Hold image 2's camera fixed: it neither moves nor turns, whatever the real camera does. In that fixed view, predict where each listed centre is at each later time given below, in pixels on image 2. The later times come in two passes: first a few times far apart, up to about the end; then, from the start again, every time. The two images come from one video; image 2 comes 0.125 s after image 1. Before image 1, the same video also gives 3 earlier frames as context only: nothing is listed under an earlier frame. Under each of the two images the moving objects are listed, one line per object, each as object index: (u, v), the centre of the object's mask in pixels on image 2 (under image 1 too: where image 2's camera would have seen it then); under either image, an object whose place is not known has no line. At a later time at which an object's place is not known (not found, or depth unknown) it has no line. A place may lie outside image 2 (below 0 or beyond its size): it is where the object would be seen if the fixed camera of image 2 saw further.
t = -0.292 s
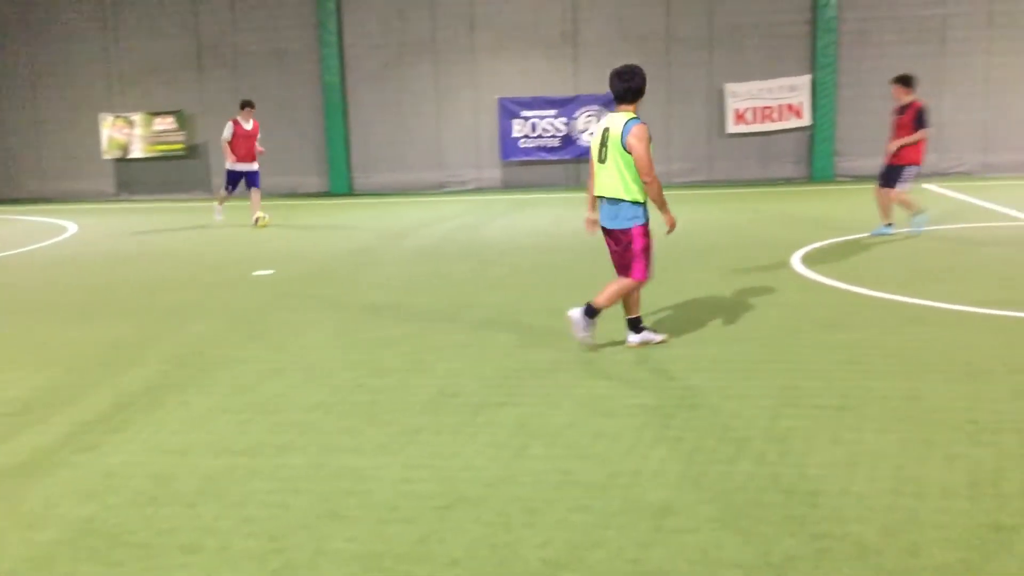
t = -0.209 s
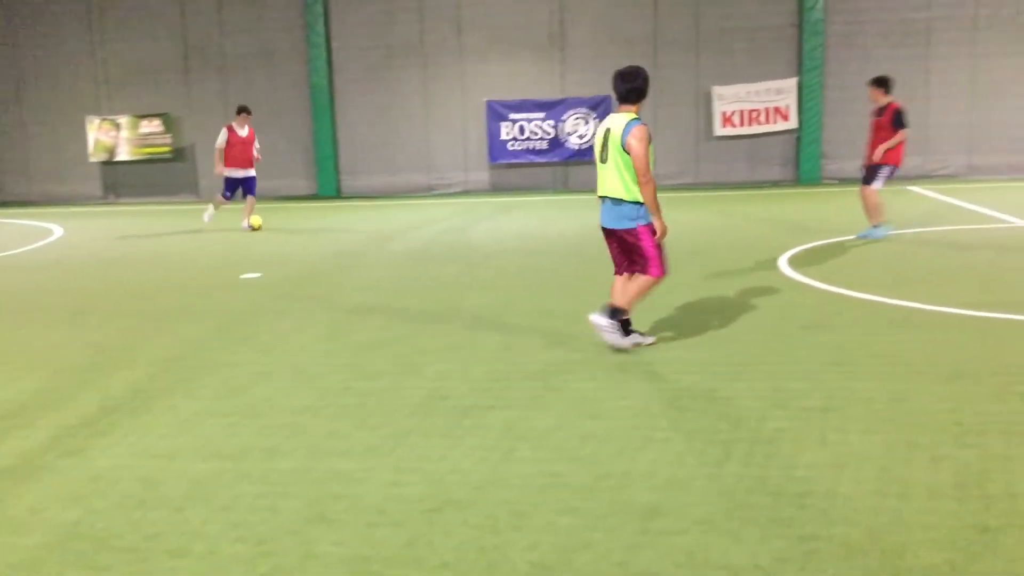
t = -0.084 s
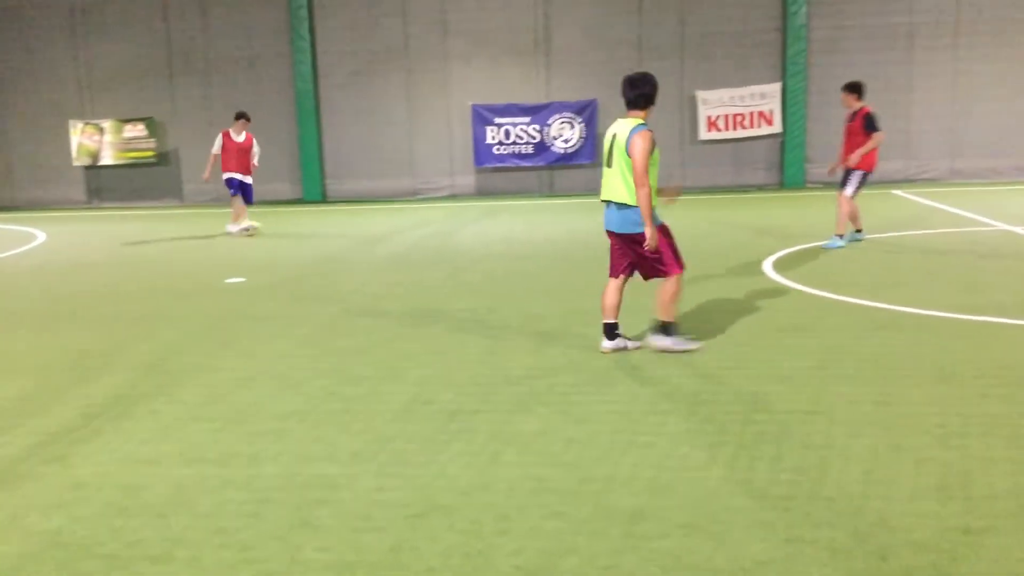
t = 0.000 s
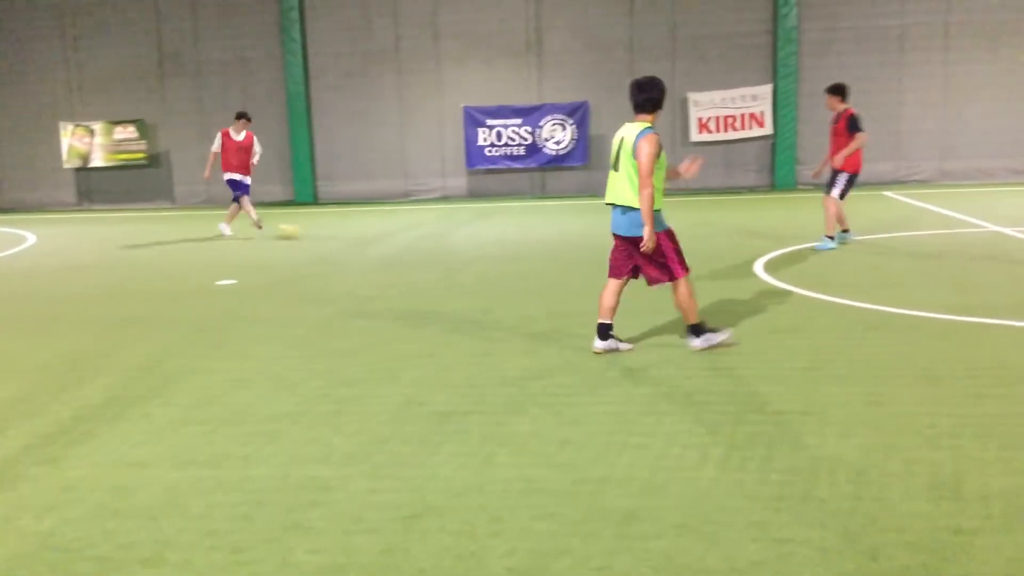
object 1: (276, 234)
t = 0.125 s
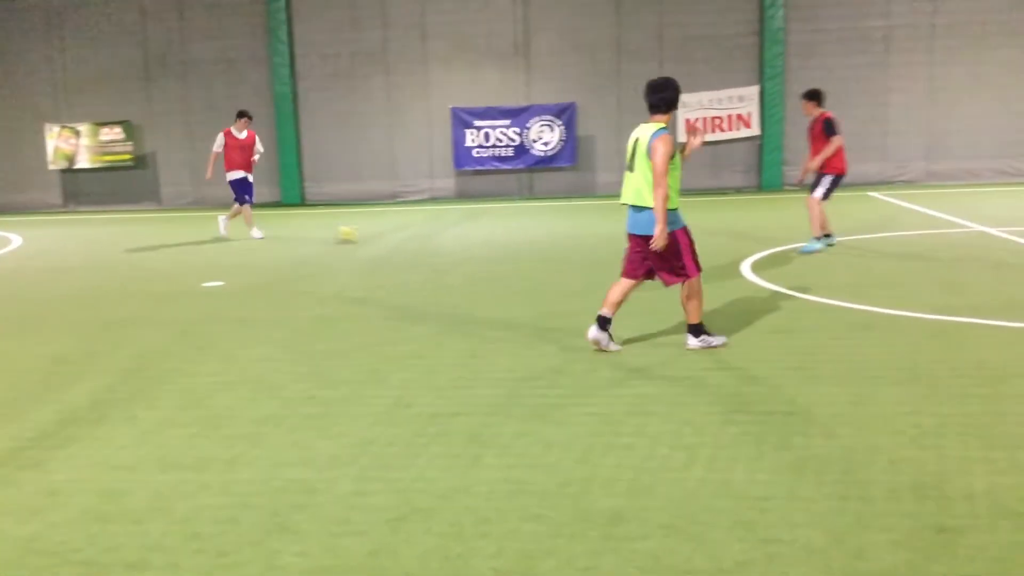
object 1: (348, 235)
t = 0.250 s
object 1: (420, 236)
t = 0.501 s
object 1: (565, 239)
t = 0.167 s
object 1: (372, 235)
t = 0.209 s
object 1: (396, 235)
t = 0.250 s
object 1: (420, 236)
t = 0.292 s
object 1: (444, 236)
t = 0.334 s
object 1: (467, 237)
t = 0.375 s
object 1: (492, 238)
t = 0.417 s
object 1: (516, 237)
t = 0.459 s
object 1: (541, 239)
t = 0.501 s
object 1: (565, 239)
